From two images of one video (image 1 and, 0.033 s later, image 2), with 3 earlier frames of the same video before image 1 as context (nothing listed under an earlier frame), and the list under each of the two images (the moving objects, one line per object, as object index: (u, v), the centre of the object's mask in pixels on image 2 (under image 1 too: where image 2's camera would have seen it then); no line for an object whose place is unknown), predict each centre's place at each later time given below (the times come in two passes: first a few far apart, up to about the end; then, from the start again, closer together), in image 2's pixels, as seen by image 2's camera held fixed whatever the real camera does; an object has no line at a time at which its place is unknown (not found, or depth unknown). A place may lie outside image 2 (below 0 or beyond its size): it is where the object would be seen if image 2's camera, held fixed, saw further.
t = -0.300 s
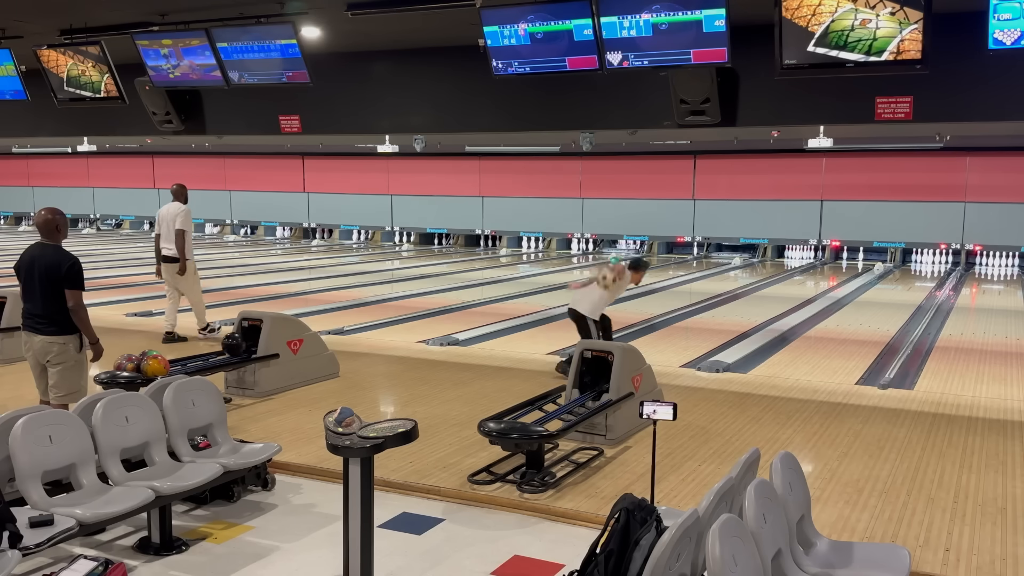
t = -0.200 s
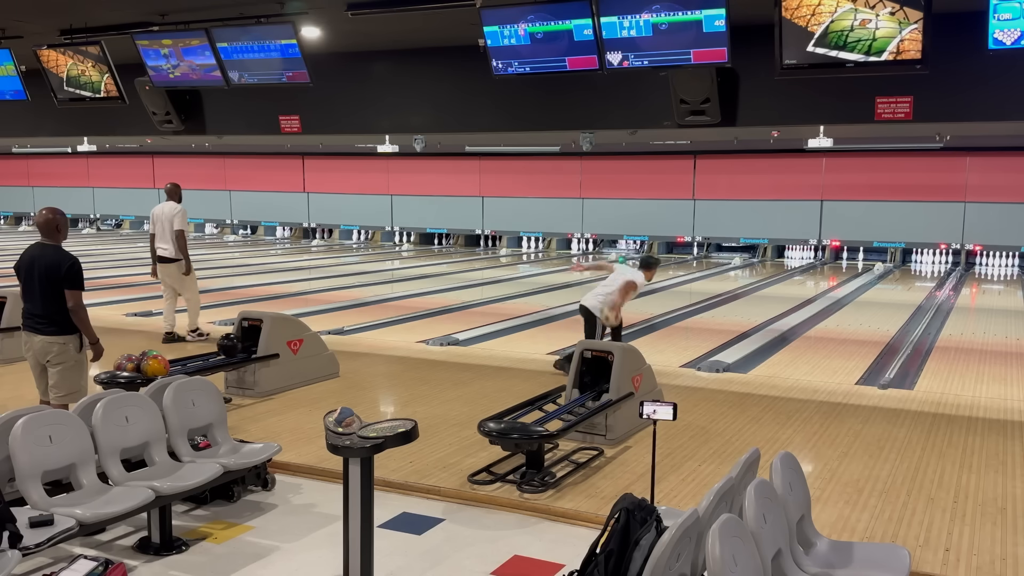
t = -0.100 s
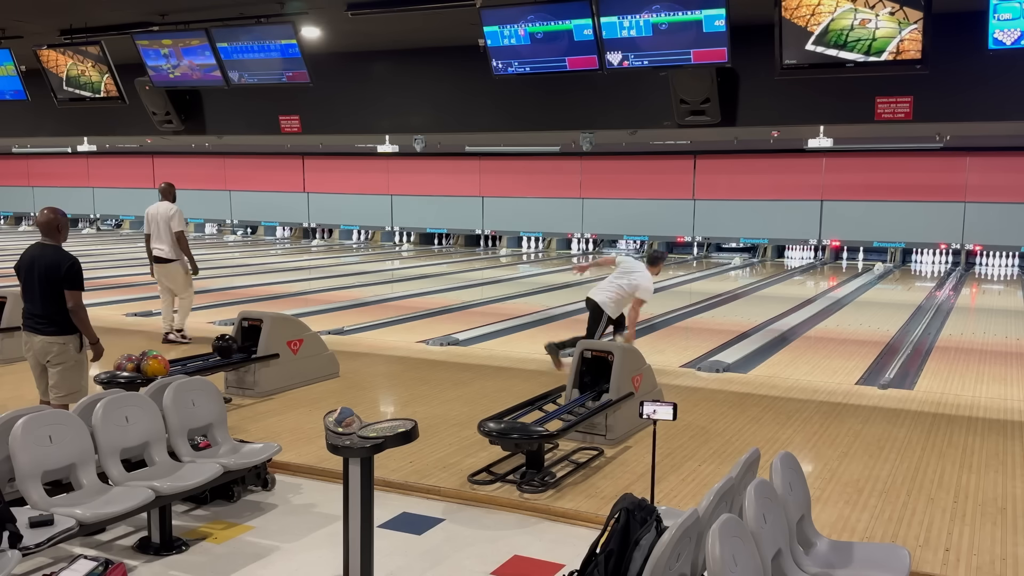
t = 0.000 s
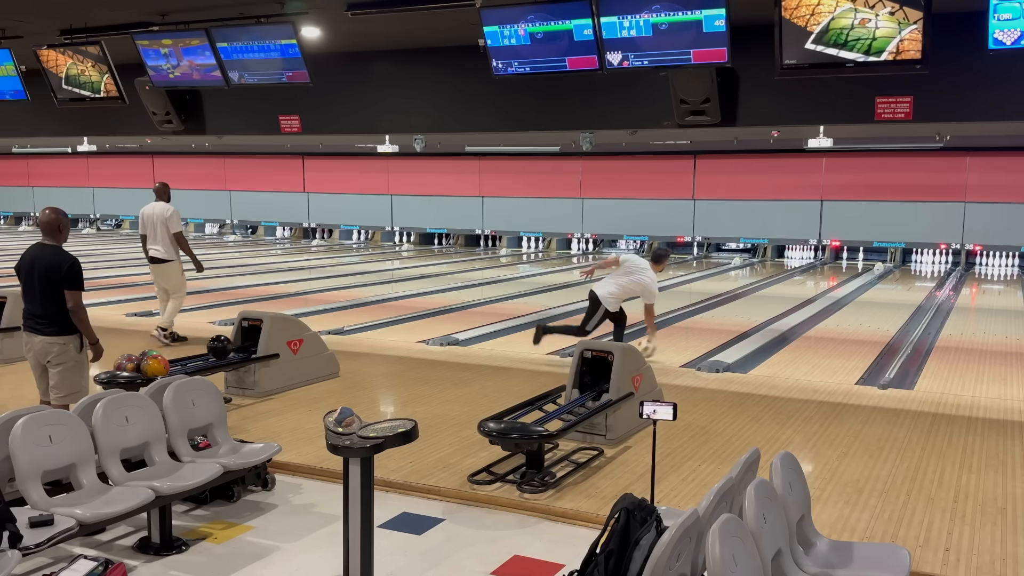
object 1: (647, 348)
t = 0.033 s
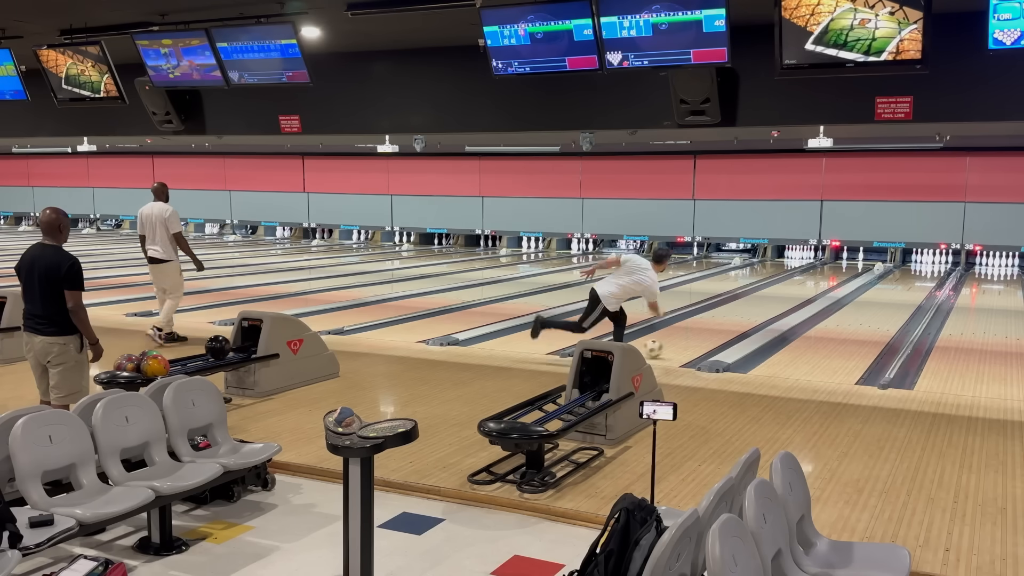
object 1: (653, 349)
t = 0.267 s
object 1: (699, 332)
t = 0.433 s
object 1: (724, 321)
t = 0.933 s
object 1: (784, 298)
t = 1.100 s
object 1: (800, 292)
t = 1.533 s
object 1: (829, 278)
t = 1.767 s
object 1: (839, 272)
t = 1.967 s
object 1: (846, 268)
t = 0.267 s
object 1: (699, 332)
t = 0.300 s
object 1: (704, 329)
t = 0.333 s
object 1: (710, 327)
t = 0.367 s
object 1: (715, 324)
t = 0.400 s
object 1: (720, 322)
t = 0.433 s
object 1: (724, 321)
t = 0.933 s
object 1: (784, 298)
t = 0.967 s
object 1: (787, 296)
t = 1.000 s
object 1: (791, 296)
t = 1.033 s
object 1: (794, 294)
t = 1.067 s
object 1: (797, 294)
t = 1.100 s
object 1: (800, 292)
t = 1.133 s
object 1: (801, 291)
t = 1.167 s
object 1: (805, 289)
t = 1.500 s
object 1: (826, 278)
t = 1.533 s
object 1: (829, 278)
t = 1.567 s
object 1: (831, 277)
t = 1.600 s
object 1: (833, 276)
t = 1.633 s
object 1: (834, 275)
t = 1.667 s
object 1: (835, 274)
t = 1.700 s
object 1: (836, 274)
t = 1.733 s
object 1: (838, 273)
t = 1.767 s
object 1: (839, 272)
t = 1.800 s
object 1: (840, 271)
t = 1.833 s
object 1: (842, 271)
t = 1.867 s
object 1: (843, 270)
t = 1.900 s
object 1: (844, 269)
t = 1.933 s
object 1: (846, 269)
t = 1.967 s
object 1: (846, 268)
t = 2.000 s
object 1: (846, 267)
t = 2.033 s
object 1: (846, 267)
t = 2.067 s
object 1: (845, 266)
